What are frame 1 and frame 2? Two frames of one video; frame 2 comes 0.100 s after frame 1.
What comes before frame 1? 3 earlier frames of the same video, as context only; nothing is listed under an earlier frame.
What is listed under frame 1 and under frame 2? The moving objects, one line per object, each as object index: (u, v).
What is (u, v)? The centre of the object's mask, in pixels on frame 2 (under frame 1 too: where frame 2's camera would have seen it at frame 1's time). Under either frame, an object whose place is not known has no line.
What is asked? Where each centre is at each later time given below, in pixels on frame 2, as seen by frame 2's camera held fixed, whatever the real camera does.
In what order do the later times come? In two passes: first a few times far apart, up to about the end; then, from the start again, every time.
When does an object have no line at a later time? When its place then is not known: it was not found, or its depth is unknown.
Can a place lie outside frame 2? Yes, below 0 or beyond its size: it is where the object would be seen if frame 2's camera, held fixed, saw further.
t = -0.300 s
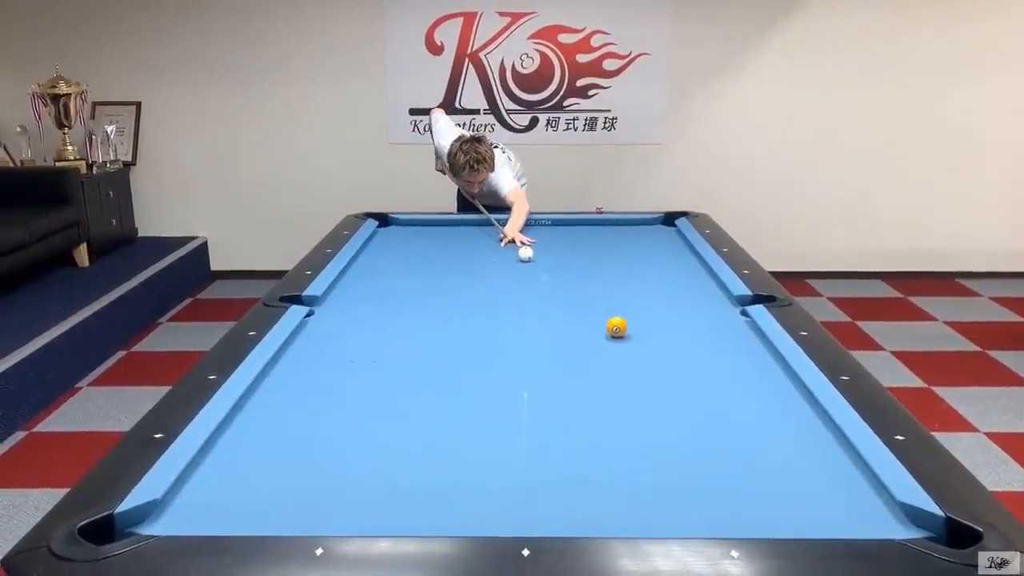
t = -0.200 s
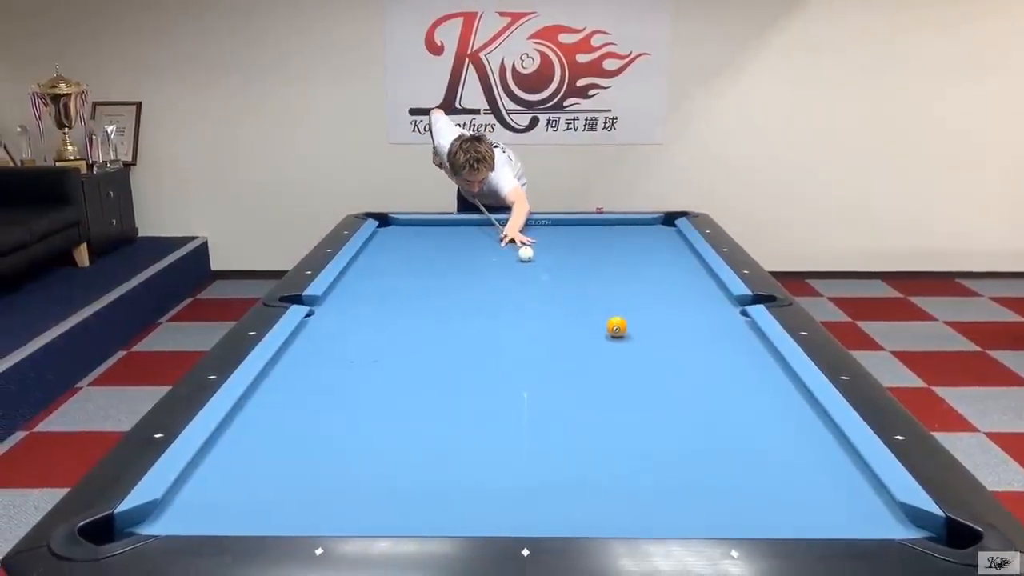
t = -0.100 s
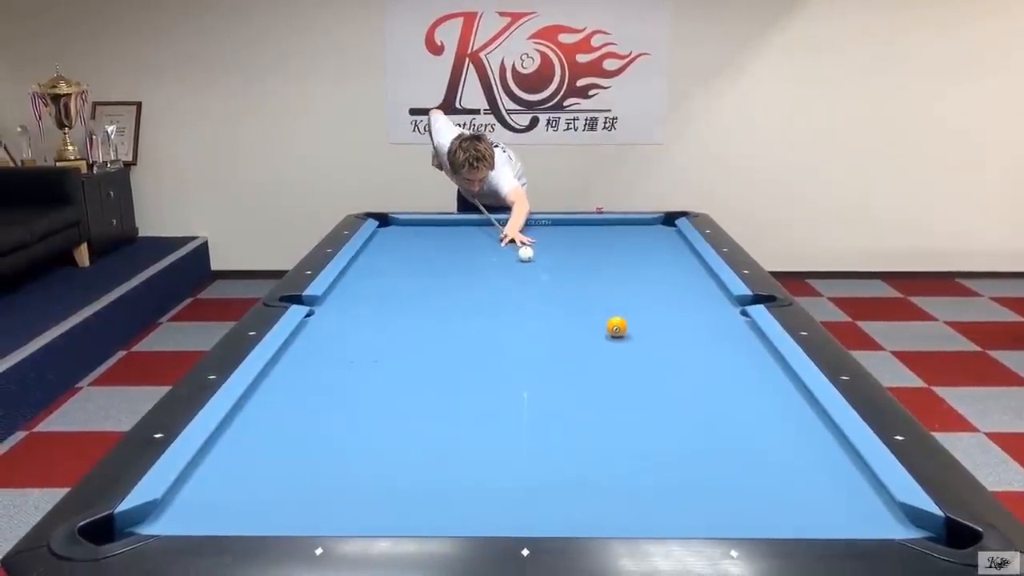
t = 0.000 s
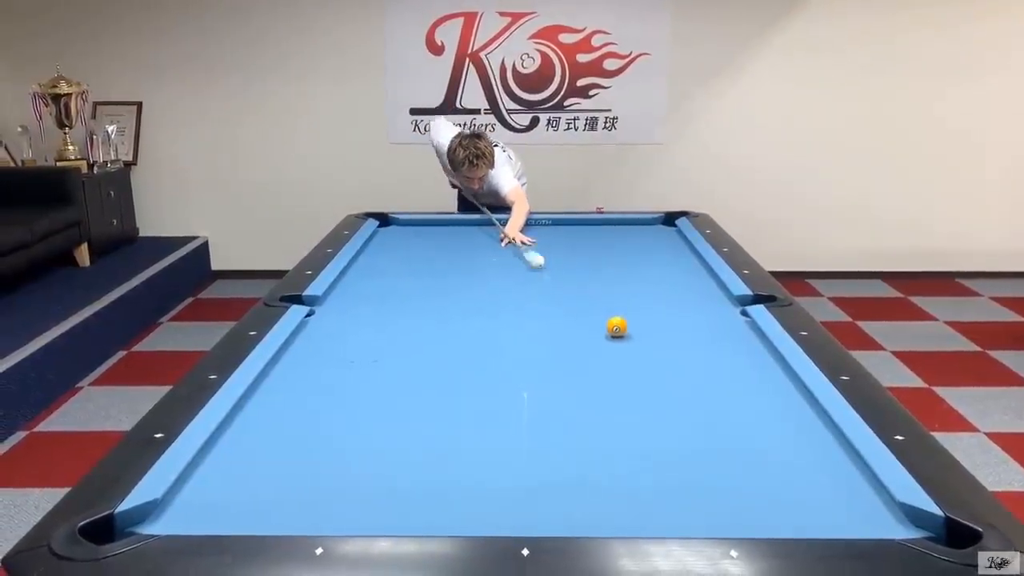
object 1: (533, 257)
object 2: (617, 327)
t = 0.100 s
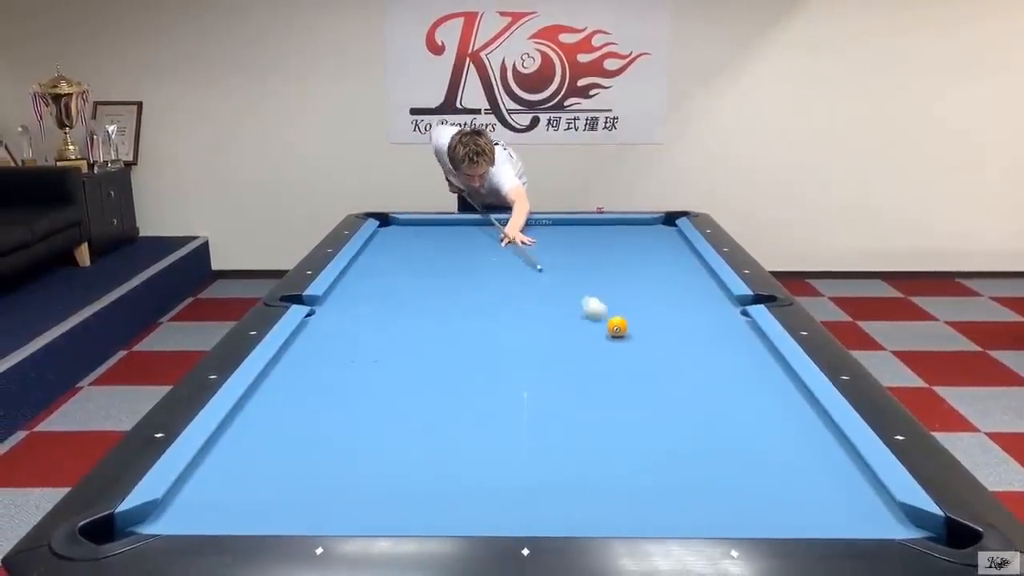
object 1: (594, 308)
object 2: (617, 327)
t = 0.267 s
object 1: (598, 323)
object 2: (795, 449)
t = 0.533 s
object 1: (579, 324)
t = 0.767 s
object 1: (563, 326)
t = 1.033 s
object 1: (547, 327)
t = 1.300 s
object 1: (533, 329)
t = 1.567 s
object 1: (520, 330)
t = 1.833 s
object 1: (509, 331)
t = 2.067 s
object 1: (502, 332)
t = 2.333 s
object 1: (495, 332)
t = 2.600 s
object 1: (491, 333)
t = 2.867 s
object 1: (488, 333)
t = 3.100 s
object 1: (488, 333)
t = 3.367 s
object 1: (487, 333)
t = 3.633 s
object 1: (488, 333)
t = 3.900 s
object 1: (488, 333)
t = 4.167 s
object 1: (488, 332)
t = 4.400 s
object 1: (488, 333)
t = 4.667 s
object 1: (488, 332)
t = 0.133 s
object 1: (608, 320)
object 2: (628, 333)
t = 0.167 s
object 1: (605, 322)
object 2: (661, 356)
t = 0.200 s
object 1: (603, 322)
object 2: (699, 382)
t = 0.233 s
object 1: (601, 322)
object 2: (744, 413)
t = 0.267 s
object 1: (598, 323)
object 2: (795, 449)
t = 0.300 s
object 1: (595, 323)
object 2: (856, 492)
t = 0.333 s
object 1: (593, 323)
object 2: (930, 532)
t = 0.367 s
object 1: (590, 323)
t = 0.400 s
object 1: (588, 324)
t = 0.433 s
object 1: (586, 324)
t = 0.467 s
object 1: (583, 324)
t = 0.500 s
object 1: (581, 325)
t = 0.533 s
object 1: (579, 324)
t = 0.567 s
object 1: (577, 325)
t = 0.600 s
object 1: (574, 325)
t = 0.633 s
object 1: (572, 326)
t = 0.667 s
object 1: (570, 326)
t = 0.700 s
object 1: (567, 326)
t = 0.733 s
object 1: (565, 326)
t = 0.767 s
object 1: (563, 326)
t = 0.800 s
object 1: (561, 326)
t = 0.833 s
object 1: (559, 327)
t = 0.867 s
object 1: (557, 327)
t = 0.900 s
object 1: (555, 327)
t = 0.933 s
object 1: (552, 327)
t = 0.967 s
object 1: (551, 327)
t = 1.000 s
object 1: (549, 327)
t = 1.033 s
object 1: (547, 327)
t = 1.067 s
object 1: (545, 328)
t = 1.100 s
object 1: (543, 328)
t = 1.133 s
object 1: (541, 328)
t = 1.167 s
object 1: (540, 328)
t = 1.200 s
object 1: (538, 328)
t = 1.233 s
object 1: (536, 329)
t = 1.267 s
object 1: (535, 329)
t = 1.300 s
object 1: (533, 329)
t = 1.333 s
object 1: (531, 329)
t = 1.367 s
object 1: (530, 329)
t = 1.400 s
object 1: (528, 330)
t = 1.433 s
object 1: (526, 329)
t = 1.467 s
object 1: (524, 329)
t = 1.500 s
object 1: (523, 330)
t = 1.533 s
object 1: (522, 330)
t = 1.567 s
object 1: (520, 330)
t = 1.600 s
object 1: (519, 330)
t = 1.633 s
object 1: (517, 330)
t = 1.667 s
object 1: (516, 331)
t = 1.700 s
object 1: (515, 331)
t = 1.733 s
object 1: (513, 331)
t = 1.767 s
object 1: (512, 331)
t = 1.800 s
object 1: (511, 331)
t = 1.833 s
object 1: (509, 331)
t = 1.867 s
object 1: (508, 331)
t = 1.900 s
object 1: (508, 331)
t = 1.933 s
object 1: (506, 331)
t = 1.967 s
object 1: (505, 331)
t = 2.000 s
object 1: (504, 331)
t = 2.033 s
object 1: (503, 332)
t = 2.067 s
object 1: (502, 332)
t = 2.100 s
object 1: (501, 332)
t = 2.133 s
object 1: (500, 332)
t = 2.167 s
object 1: (499, 332)
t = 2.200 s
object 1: (498, 332)
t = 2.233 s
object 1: (497, 332)
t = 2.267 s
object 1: (497, 332)
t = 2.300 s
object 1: (496, 332)
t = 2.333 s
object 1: (495, 332)
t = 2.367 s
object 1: (495, 332)
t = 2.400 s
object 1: (494, 333)
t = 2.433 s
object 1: (493, 332)
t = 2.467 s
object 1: (493, 333)
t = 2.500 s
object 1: (492, 333)
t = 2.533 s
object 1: (492, 333)
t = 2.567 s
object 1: (491, 333)
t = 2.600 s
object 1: (491, 333)
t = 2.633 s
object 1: (490, 333)
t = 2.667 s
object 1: (490, 333)
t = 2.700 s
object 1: (489, 333)
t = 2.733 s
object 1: (489, 333)
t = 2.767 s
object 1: (489, 333)
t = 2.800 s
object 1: (489, 333)
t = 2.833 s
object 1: (488, 333)
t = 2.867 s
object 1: (488, 333)
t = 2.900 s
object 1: (488, 333)
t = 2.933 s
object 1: (488, 333)
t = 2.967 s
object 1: (488, 333)
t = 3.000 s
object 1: (488, 333)
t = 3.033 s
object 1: (488, 333)
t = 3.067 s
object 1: (488, 333)
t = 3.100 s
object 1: (488, 333)
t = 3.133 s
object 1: (488, 333)
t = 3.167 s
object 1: (488, 332)
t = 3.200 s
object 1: (488, 332)
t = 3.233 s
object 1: (488, 332)
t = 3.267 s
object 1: (487, 332)
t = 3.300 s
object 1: (487, 332)
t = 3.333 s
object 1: (487, 332)
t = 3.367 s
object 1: (487, 333)
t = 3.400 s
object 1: (488, 333)
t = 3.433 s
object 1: (488, 333)
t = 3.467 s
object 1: (488, 333)
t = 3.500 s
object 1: (488, 333)
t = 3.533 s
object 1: (488, 333)
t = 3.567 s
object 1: (488, 333)
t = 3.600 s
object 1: (488, 333)
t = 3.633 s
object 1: (488, 333)
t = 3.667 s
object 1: (488, 333)
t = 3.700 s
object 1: (488, 333)
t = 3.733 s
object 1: (488, 333)
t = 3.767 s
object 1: (488, 333)
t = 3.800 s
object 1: (488, 333)
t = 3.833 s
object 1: (488, 332)
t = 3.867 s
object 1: (488, 333)
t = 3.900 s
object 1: (488, 333)
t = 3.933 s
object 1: (488, 332)
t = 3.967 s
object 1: (488, 332)
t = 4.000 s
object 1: (488, 333)
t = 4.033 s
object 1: (487, 333)
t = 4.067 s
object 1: (488, 333)
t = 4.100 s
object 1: (488, 332)
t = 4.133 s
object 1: (488, 333)
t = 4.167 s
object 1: (488, 332)
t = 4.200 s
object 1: (488, 333)
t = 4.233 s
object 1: (488, 333)
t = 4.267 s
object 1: (488, 333)
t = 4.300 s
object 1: (488, 333)
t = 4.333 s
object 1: (488, 333)
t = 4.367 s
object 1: (488, 332)
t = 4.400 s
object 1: (488, 333)
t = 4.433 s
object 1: (488, 333)
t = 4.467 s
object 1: (488, 333)
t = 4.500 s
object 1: (488, 333)
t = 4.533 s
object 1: (488, 332)
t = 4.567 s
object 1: (488, 333)
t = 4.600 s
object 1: (488, 332)
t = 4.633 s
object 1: (488, 333)
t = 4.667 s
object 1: (488, 332)
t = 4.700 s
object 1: (488, 332)
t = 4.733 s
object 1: (488, 333)
